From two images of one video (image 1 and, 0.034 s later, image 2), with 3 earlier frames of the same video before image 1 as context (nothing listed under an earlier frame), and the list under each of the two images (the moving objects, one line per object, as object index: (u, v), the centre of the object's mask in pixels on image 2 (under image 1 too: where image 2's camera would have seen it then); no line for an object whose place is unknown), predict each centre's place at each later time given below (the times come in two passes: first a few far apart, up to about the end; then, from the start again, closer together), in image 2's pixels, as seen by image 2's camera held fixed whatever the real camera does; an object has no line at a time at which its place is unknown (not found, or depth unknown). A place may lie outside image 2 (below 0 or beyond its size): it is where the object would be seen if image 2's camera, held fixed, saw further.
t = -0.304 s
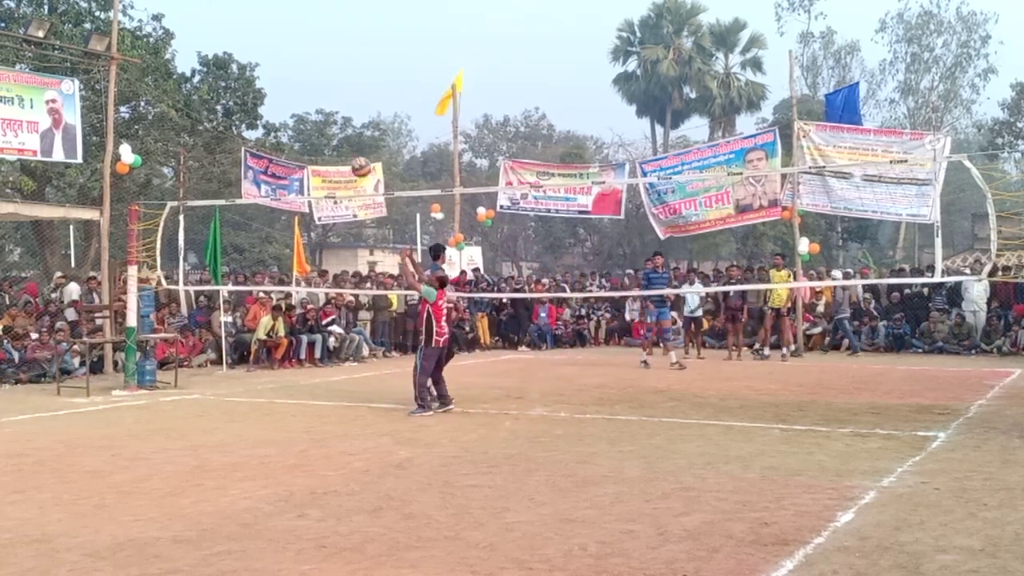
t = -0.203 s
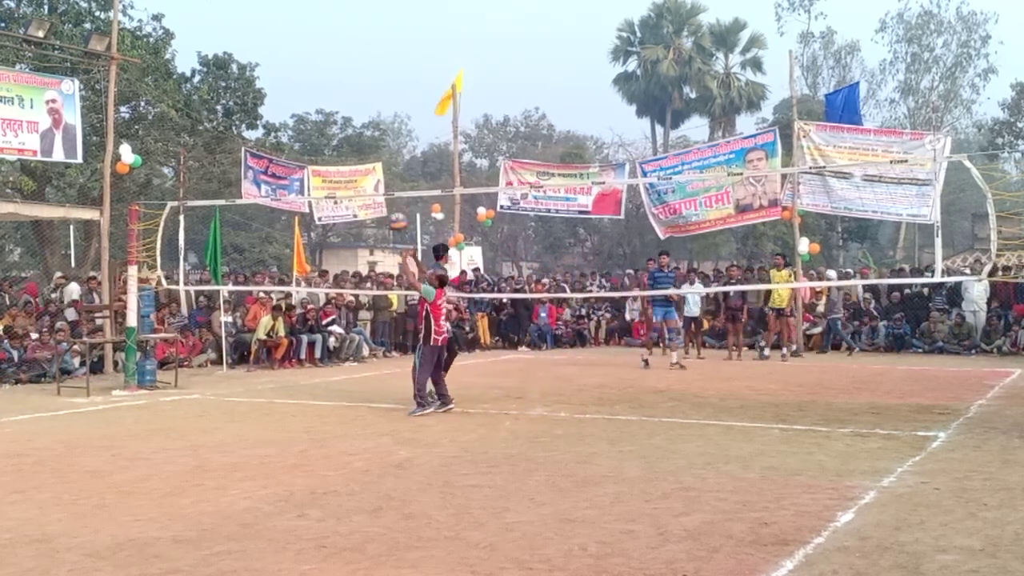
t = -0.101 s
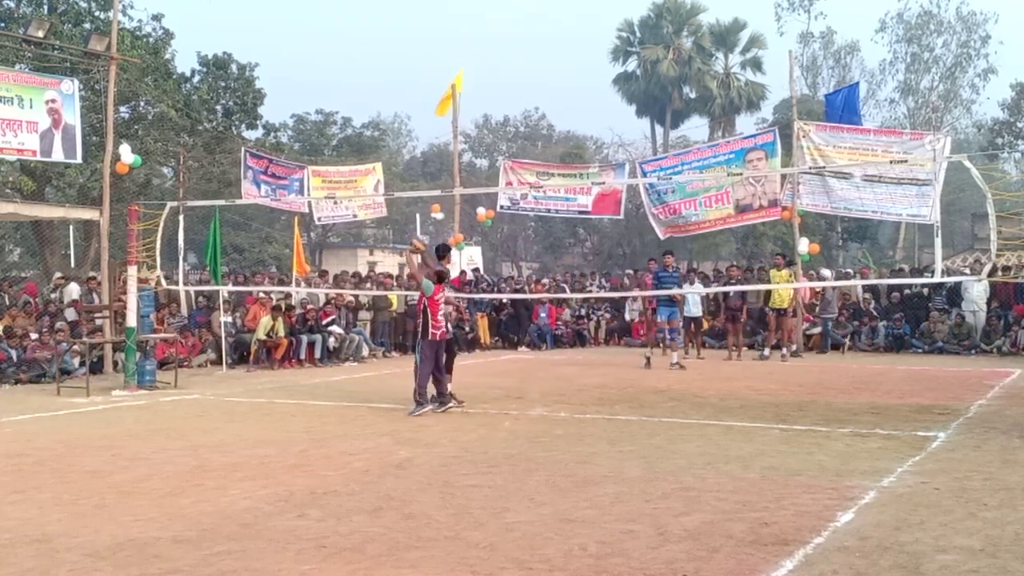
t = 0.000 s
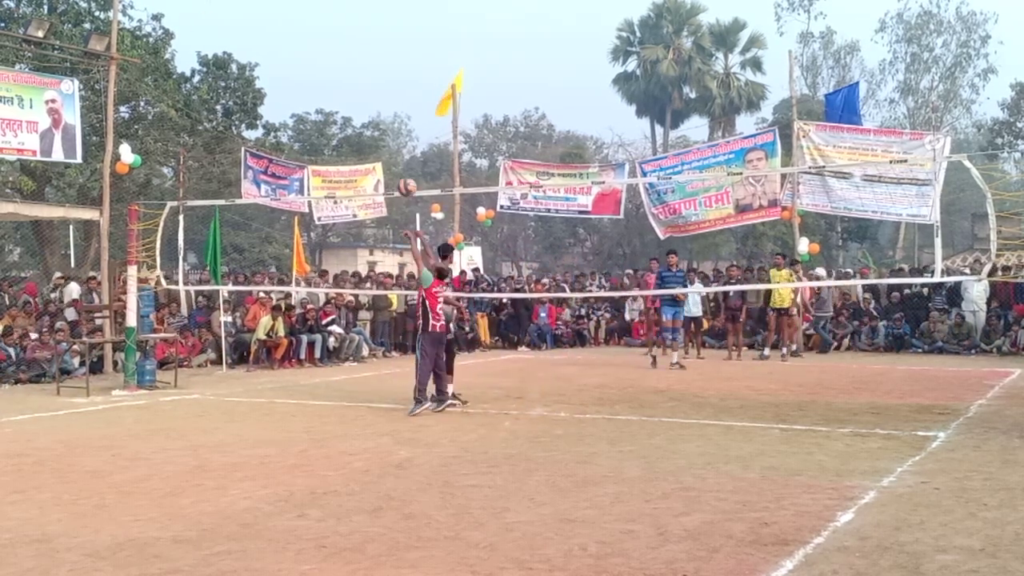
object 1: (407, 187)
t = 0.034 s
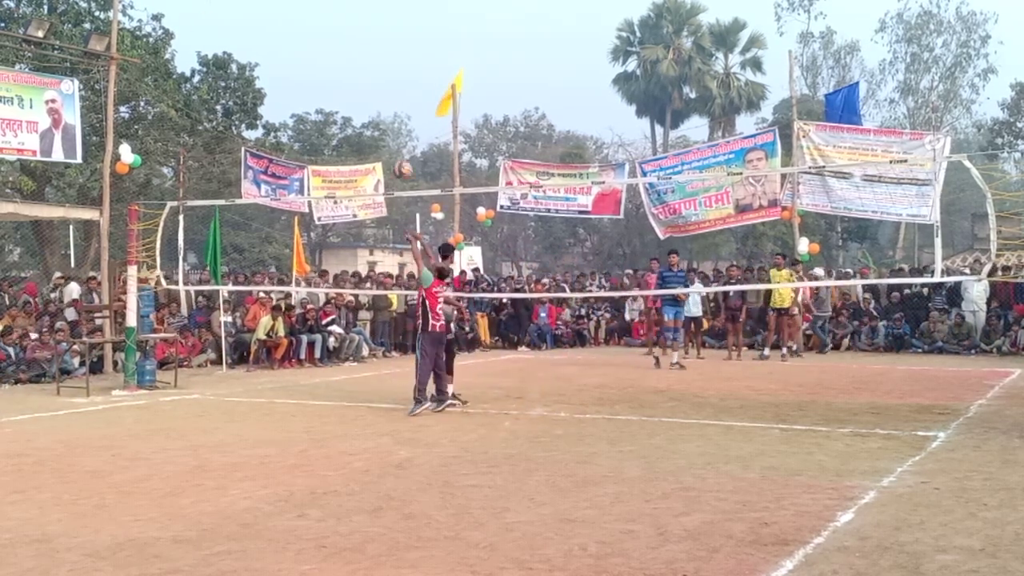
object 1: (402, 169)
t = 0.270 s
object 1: (373, 80)
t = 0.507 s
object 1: (347, 41)
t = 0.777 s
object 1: (320, 57)
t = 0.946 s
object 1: (304, 99)
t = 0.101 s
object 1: (394, 139)
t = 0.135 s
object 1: (390, 125)
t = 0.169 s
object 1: (385, 112)
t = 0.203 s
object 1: (381, 100)
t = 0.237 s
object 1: (377, 89)
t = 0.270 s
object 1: (373, 80)
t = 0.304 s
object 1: (369, 71)
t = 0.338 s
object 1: (365, 63)
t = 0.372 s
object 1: (362, 57)
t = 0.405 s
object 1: (358, 51)
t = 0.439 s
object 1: (354, 47)
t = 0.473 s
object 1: (351, 44)
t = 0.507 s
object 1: (347, 41)
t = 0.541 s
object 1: (343, 40)
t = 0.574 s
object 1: (340, 39)
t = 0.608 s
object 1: (336, 40)
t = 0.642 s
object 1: (333, 41)
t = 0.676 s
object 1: (330, 44)
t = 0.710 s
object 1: (326, 47)
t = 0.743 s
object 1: (323, 52)
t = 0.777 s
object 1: (320, 57)
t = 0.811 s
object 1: (317, 64)
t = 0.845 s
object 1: (314, 71)
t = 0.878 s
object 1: (310, 79)
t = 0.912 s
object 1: (307, 89)
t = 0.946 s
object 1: (304, 99)
